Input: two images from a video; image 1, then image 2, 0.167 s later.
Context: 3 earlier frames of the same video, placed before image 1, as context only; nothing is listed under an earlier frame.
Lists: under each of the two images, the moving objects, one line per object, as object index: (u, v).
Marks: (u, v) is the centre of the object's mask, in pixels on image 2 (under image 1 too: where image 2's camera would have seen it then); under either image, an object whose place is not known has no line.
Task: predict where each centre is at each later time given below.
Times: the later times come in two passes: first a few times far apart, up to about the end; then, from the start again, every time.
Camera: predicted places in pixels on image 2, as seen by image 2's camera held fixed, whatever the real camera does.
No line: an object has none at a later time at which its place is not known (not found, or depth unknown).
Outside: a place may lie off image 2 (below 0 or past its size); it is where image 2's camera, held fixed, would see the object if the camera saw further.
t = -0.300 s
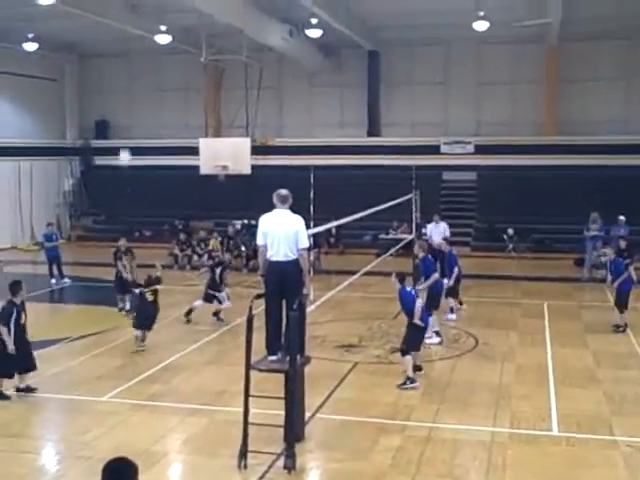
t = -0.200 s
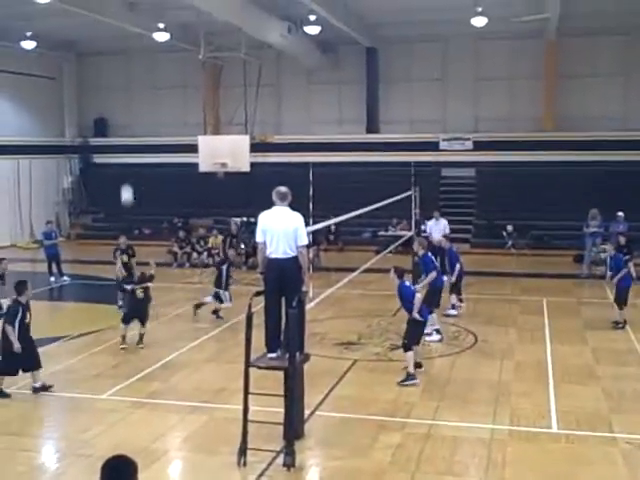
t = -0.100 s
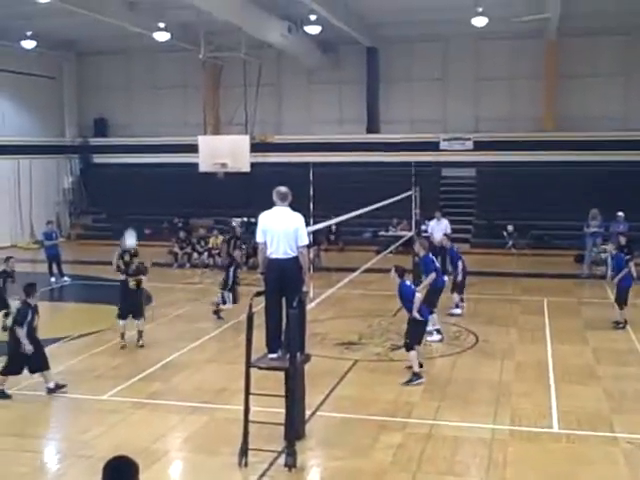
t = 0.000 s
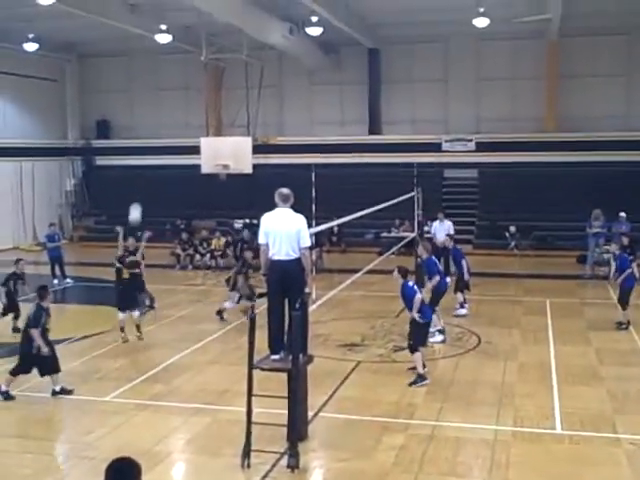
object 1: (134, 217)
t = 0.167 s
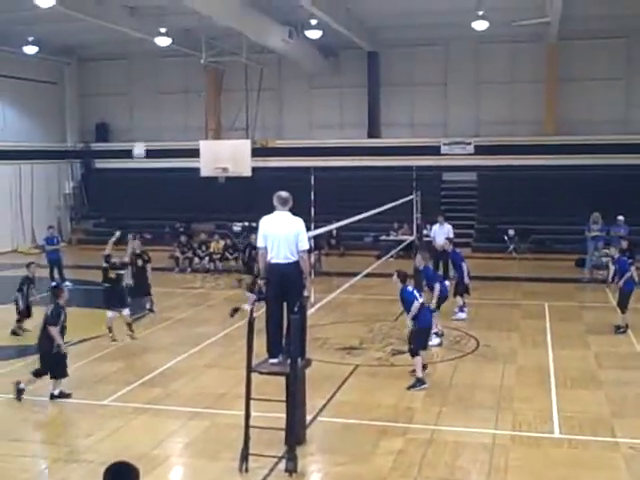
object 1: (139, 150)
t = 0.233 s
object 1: (141, 127)
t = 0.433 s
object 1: (149, 75)
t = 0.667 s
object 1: (159, 43)
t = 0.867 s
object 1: (170, 42)
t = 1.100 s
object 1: (182, 74)
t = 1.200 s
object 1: (188, 99)
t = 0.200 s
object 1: (140, 137)
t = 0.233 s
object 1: (141, 127)
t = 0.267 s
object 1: (143, 117)
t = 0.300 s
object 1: (144, 107)
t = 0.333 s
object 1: (145, 99)
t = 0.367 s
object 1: (147, 90)
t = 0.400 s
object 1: (148, 82)
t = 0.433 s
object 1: (149, 75)
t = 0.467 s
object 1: (151, 68)
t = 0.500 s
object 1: (152, 63)
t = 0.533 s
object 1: (154, 58)
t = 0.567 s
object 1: (155, 53)
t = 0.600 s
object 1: (155, 49)
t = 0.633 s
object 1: (157, 46)
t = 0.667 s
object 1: (159, 43)
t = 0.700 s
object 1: (160, 41)
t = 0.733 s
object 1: (163, 40)
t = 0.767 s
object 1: (166, 39)
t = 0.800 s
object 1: (166, 40)
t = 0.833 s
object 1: (168, 41)
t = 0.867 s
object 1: (170, 42)
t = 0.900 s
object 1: (172, 45)
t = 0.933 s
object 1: (174, 49)
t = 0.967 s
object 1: (175, 52)
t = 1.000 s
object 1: (176, 56)
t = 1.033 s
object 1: (178, 61)
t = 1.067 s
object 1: (180, 67)
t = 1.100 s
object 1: (182, 74)
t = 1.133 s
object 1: (184, 81)
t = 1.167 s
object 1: (186, 90)
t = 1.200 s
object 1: (188, 99)
